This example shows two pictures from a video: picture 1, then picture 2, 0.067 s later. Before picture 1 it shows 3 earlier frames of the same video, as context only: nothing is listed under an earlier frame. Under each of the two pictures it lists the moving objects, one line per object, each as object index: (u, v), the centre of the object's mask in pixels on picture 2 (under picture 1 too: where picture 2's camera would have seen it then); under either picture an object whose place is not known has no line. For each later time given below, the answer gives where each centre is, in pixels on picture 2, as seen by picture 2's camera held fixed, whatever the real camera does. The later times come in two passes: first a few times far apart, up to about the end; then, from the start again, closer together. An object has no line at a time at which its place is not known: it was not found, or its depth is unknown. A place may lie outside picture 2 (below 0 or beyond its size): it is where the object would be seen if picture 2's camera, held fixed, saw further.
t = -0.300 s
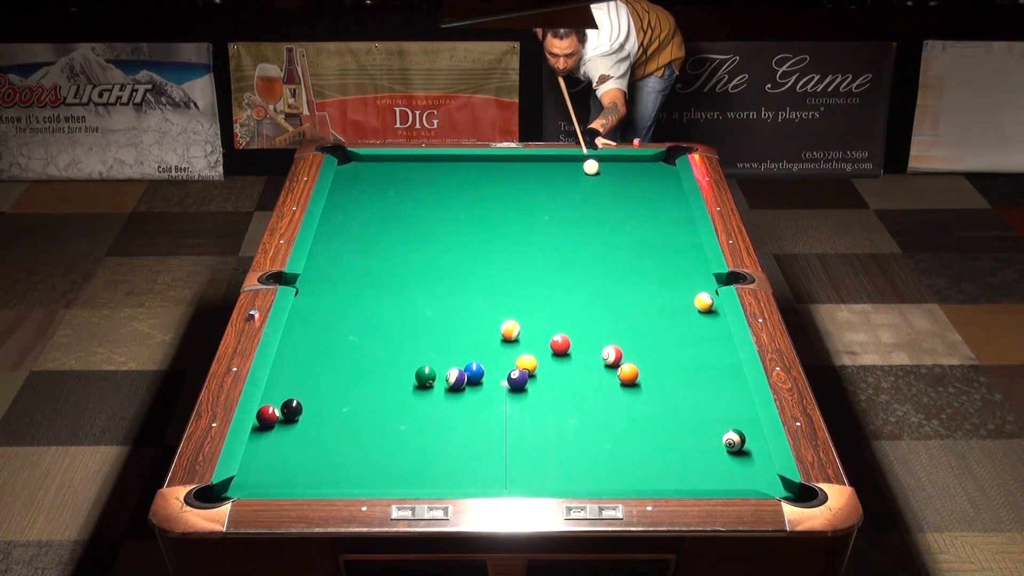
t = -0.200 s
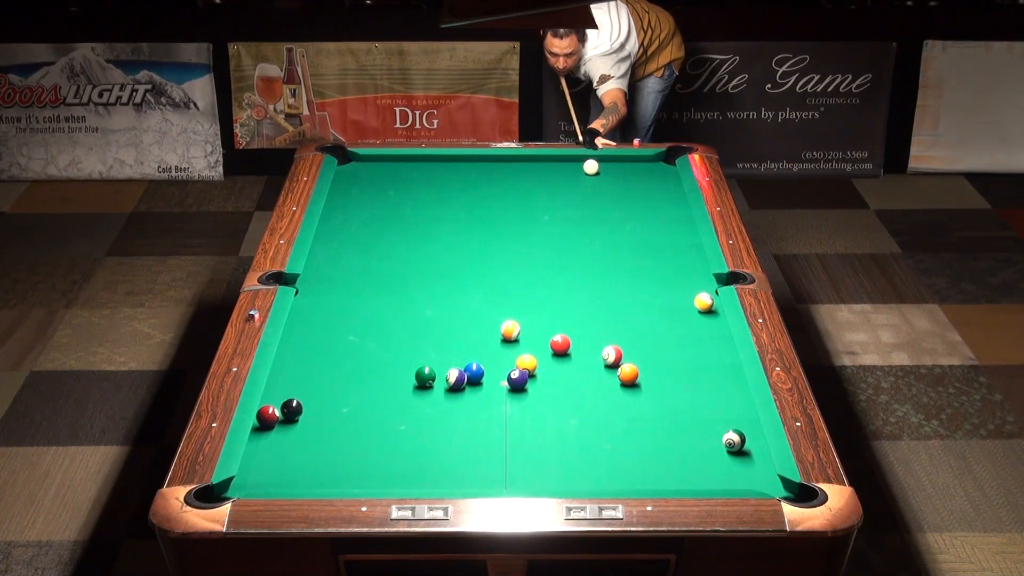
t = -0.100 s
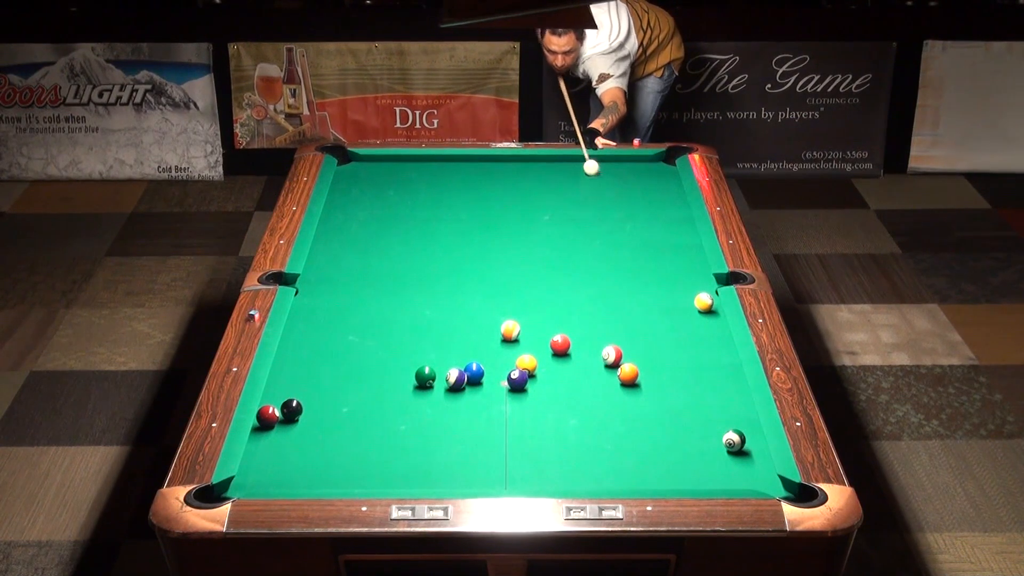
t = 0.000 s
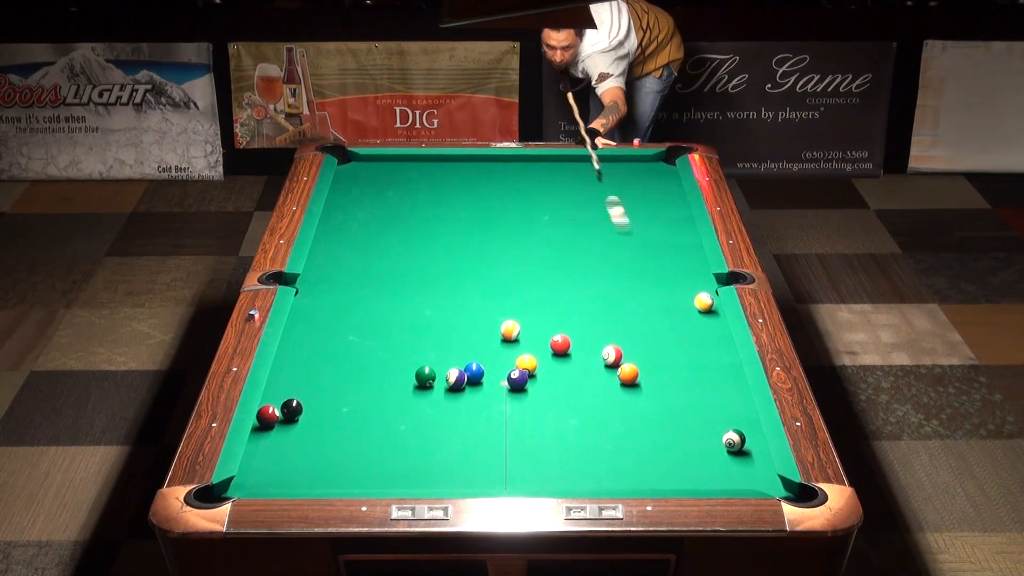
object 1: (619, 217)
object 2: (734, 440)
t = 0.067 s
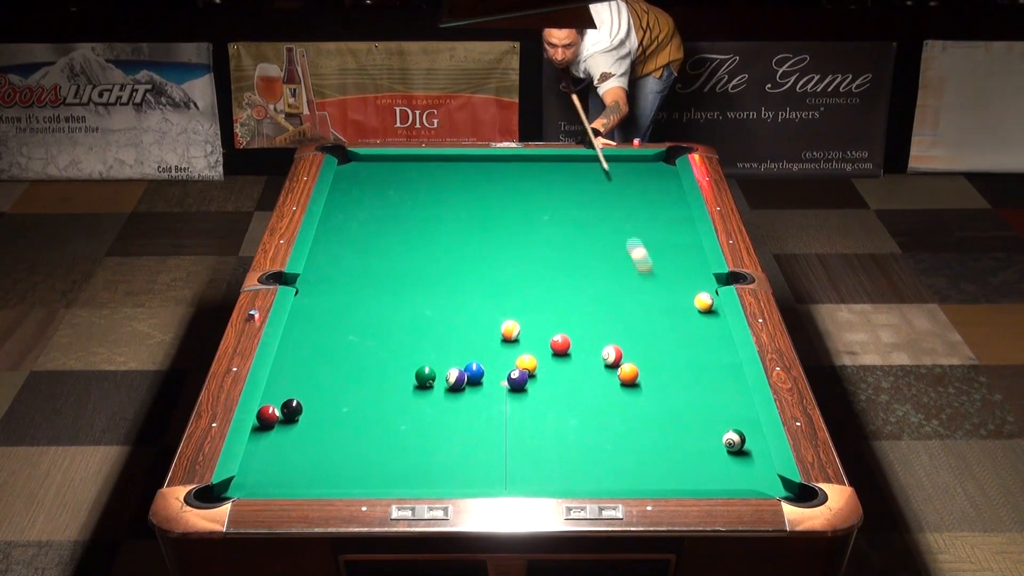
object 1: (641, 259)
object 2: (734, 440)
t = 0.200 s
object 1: (695, 360)
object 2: (734, 440)
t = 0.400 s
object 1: (748, 432)
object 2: (709, 480)
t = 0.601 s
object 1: (742, 449)
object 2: (507, 476)
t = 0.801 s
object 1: (733, 468)
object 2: (348, 468)
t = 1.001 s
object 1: (722, 482)
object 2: (275, 460)
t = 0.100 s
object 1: (653, 284)
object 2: (734, 440)
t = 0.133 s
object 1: (666, 307)
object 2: (734, 440)
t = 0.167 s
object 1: (680, 334)
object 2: (734, 440)
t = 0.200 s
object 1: (695, 360)
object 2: (734, 440)
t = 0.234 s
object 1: (709, 388)
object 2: (734, 440)
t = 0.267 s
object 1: (726, 419)
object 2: (734, 440)
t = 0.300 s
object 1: (733, 426)
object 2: (738, 456)
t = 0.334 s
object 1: (738, 427)
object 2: (752, 477)
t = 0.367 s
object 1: (743, 430)
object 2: (749, 477)
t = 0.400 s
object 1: (748, 432)
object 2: (709, 480)
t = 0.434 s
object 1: (751, 434)
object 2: (673, 480)
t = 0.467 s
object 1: (749, 437)
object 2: (638, 480)
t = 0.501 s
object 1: (747, 439)
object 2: (602, 480)
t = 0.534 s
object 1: (745, 442)
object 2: (568, 479)
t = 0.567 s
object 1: (744, 445)
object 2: (538, 478)
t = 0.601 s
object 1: (742, 449)
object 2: (507, 476)
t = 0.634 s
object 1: (741, 452)
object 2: (478, 475)
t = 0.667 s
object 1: (739, 455)
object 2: (449, 475)
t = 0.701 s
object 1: (738, 458)
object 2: (422, 473)
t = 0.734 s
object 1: (736, 462)
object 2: (397, 472)
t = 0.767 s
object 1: (735, 465)
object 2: (372, 470)
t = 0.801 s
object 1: (733, 468)
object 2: (348, 468)
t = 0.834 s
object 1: (732, 471)
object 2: (326, 466)
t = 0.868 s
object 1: (730, 475)
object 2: (304, 464)
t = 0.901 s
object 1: (729, 477)
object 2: (280, 462)
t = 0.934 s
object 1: (727, 479)
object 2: (259, 461)
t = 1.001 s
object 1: (722, 482)
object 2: (275, 460)
